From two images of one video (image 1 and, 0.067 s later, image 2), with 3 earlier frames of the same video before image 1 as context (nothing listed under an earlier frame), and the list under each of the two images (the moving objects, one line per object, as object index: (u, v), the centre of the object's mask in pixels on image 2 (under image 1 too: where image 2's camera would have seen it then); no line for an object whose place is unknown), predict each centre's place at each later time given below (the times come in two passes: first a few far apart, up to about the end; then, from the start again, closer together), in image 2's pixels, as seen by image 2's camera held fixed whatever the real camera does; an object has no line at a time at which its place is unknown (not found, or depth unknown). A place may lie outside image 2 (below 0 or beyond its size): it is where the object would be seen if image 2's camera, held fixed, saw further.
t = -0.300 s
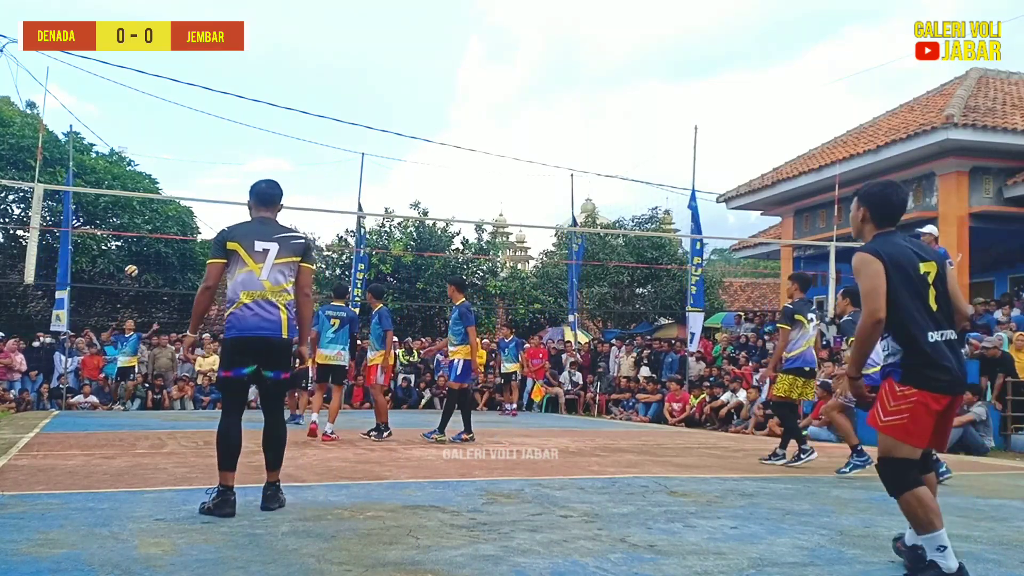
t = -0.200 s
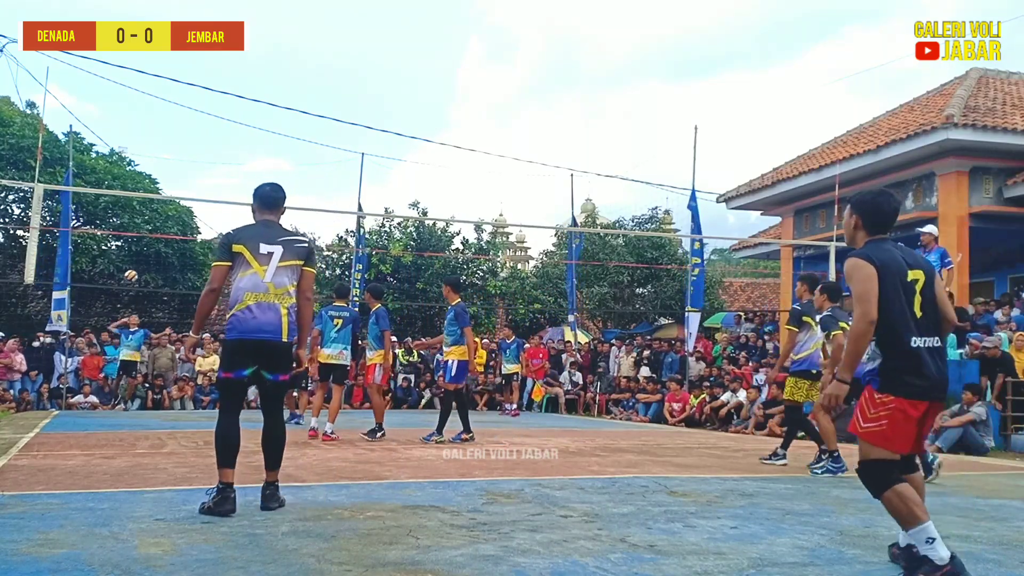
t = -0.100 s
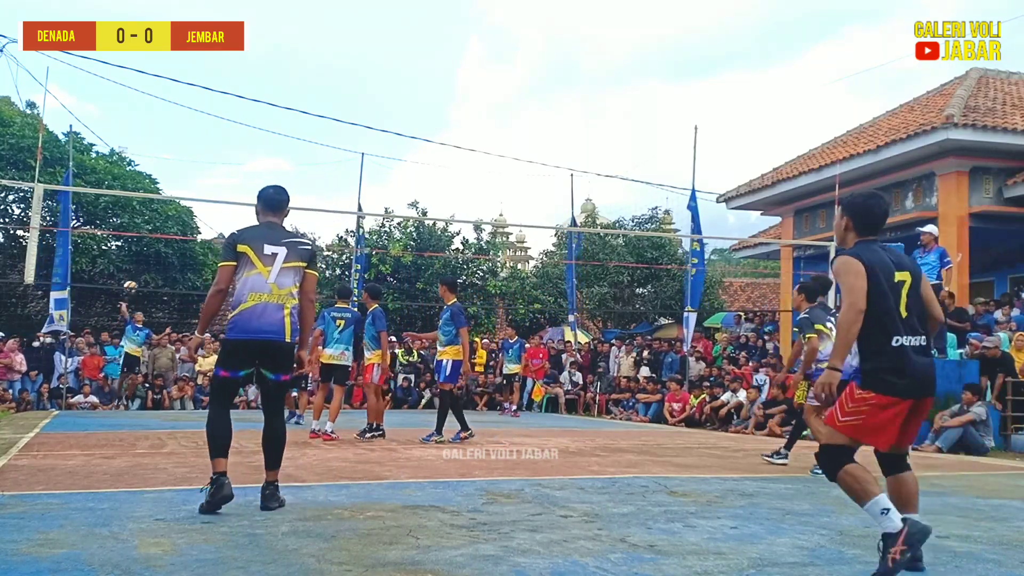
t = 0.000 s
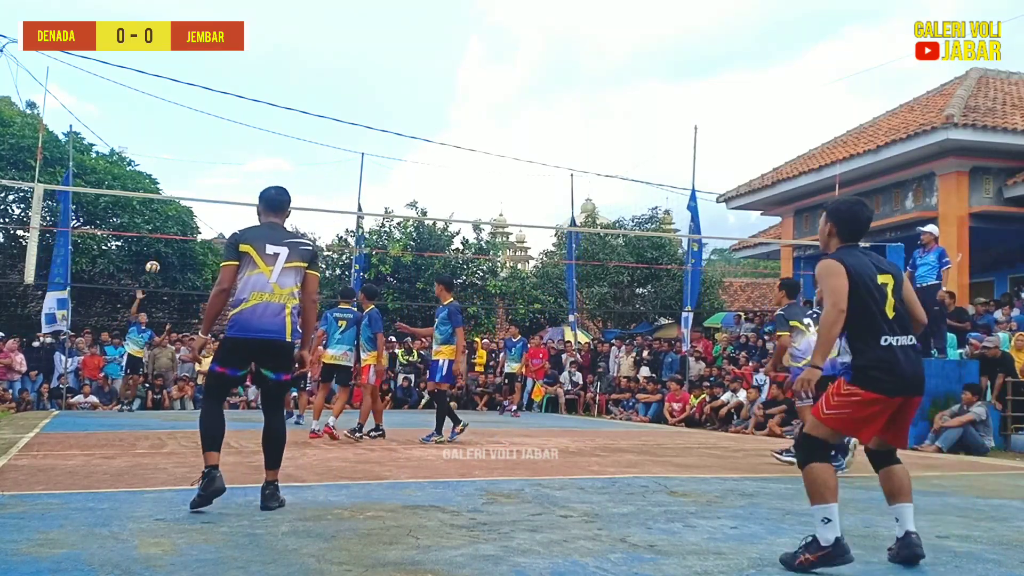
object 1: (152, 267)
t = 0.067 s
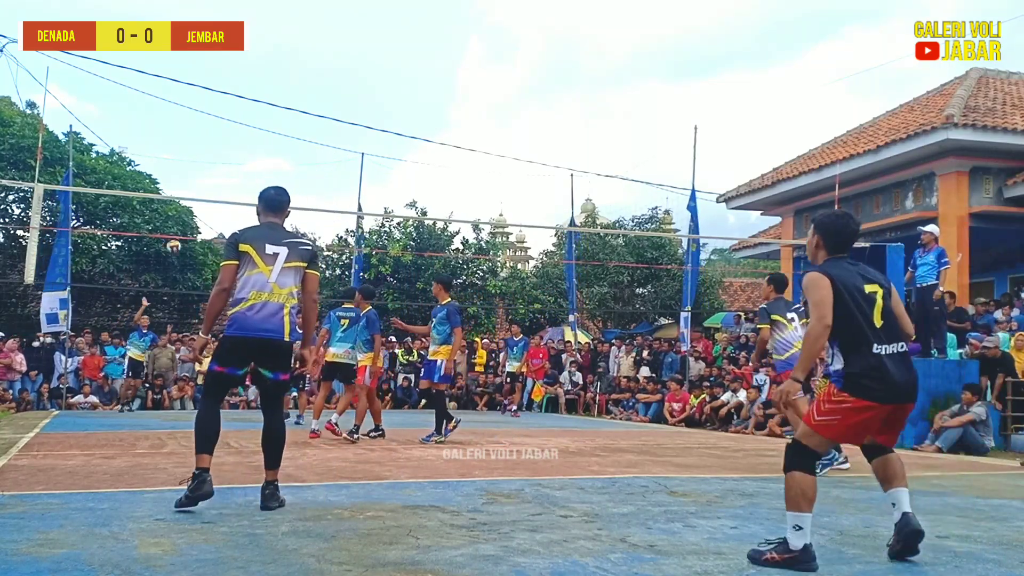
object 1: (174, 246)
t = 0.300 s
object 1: (252, 187)
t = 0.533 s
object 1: (351, 153)
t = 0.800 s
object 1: (501, 160)
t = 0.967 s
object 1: (633, 215)
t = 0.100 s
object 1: (184, 236)
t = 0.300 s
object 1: (252, 187)
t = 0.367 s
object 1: (278, 176)
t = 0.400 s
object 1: (292, 170)
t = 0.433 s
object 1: (306, 165)
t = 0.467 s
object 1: (320, 161)
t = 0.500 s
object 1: (336, 157)
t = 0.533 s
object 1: (351, 153)
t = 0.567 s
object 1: (367, 151)
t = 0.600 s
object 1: (384, 149)
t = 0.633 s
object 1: (402, 148)
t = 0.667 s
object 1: (420, 148)
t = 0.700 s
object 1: (438, 149)
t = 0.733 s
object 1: (458, 152)
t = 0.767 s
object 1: (479, 155)
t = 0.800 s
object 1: (501, 160)
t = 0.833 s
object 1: (524, 167)
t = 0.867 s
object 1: (549, 176)
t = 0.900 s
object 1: (575, 187)
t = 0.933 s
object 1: (603, 199)
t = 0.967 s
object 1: (633, 215)
